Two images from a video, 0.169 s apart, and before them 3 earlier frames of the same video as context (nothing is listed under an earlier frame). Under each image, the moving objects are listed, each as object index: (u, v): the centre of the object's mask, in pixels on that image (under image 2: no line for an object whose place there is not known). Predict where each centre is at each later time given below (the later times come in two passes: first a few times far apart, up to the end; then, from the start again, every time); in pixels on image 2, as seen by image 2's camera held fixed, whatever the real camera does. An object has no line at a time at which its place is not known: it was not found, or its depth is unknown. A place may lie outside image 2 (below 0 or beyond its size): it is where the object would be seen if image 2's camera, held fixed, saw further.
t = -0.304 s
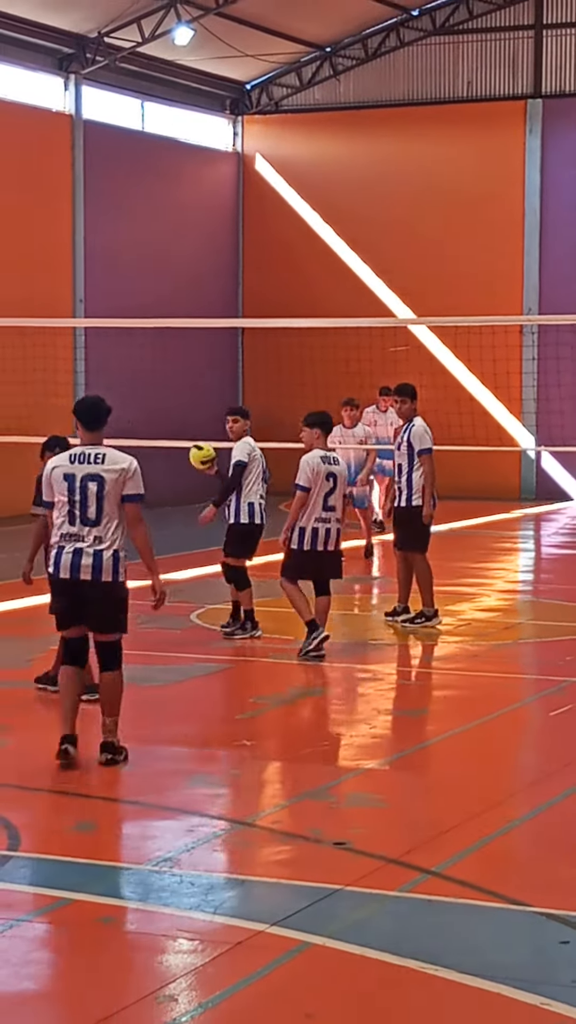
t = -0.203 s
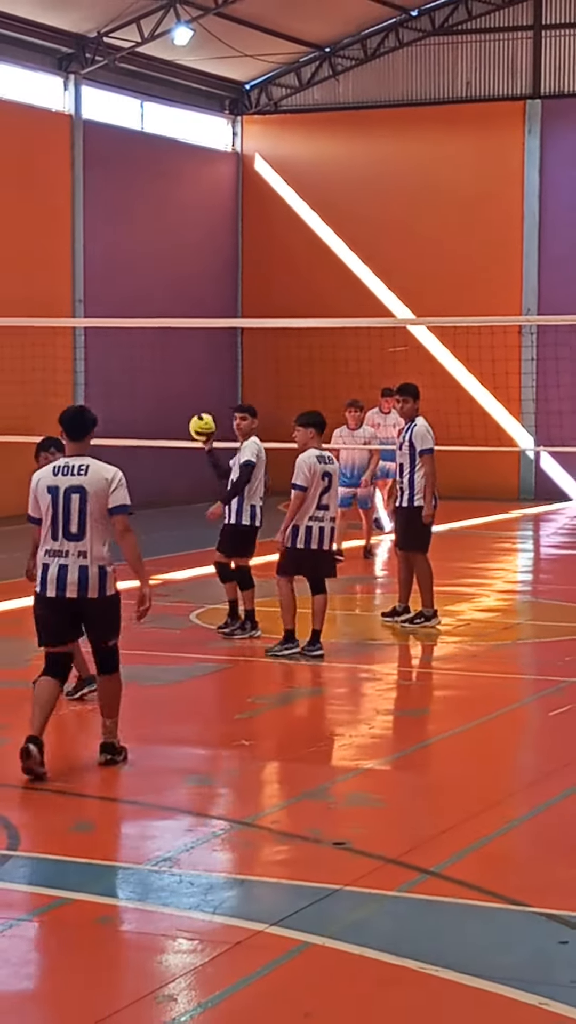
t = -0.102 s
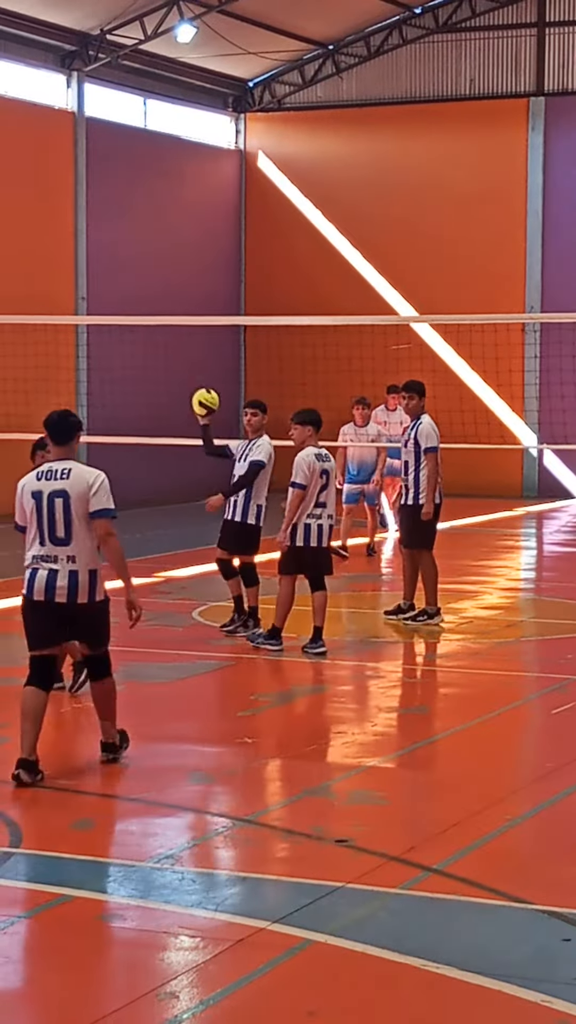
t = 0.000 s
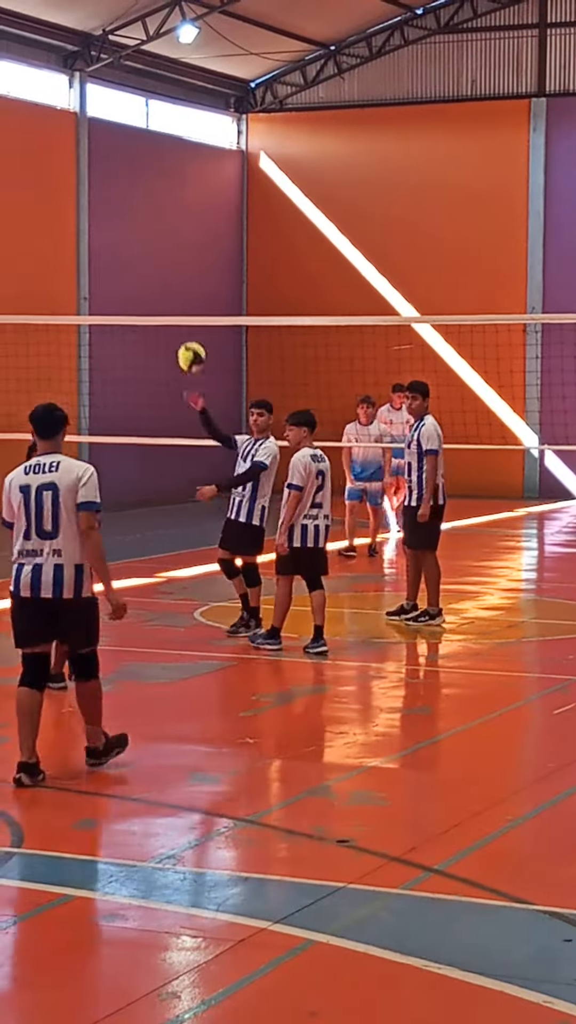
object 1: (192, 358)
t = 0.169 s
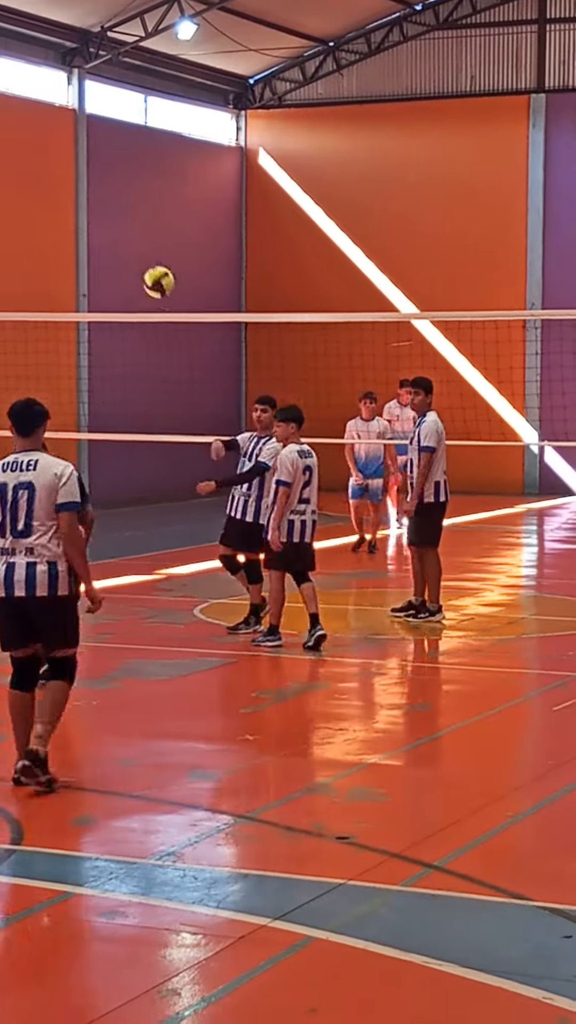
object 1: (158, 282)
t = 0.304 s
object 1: (129, 247)
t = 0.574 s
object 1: (61, 261)
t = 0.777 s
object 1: (7, 363)
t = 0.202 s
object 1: (152, 271)
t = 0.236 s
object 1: (144, 262)
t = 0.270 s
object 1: (137, 255)
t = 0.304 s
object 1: (129, 247)
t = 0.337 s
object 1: (122, 242)
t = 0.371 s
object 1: (114, 240)
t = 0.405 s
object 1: (106, 239)
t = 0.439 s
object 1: (97, 240)
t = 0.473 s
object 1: (89, 242)
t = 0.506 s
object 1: (80, 246)
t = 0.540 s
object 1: (71, 252)
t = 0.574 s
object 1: (61, 261)
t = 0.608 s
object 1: (51, 271)
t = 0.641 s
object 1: (41, 285)
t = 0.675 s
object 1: (32, 301)
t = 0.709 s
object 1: (21, 319)
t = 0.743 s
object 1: (13, 338)
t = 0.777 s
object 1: (7, 363)
